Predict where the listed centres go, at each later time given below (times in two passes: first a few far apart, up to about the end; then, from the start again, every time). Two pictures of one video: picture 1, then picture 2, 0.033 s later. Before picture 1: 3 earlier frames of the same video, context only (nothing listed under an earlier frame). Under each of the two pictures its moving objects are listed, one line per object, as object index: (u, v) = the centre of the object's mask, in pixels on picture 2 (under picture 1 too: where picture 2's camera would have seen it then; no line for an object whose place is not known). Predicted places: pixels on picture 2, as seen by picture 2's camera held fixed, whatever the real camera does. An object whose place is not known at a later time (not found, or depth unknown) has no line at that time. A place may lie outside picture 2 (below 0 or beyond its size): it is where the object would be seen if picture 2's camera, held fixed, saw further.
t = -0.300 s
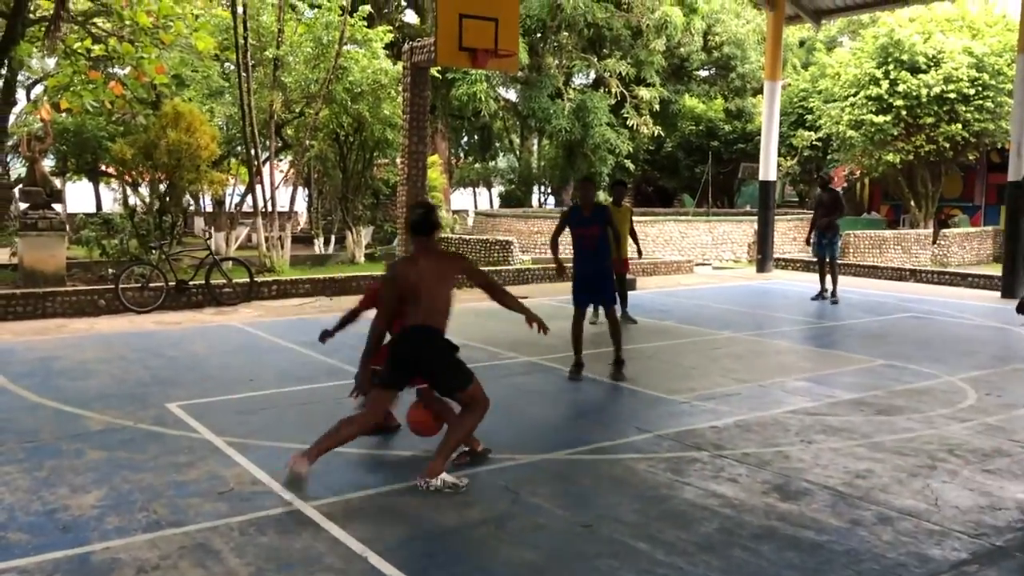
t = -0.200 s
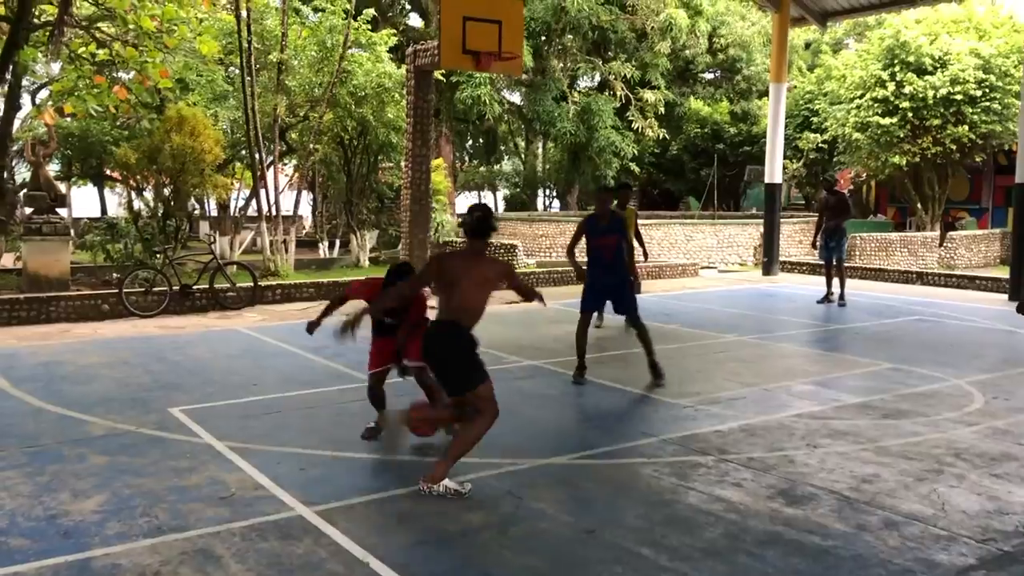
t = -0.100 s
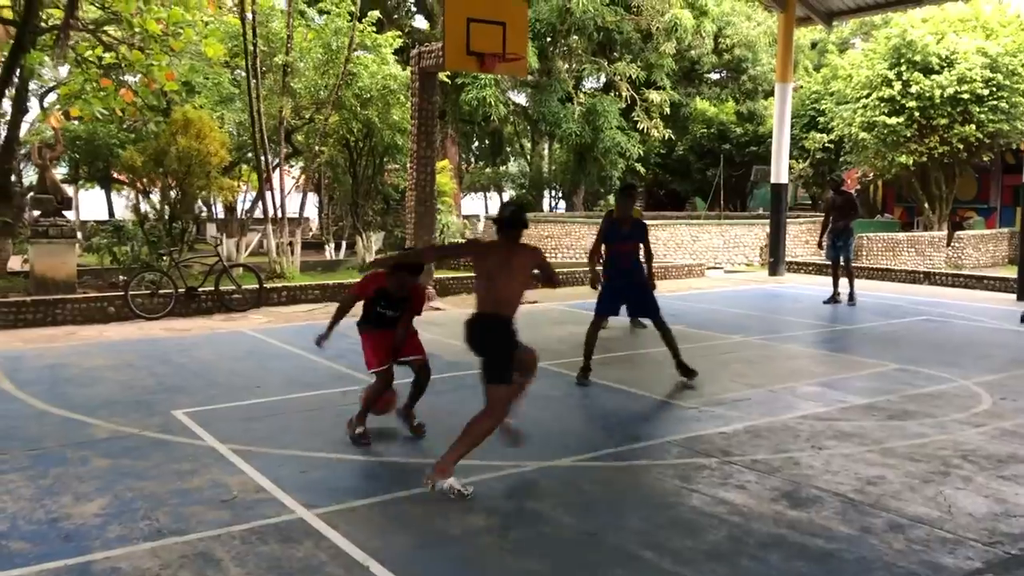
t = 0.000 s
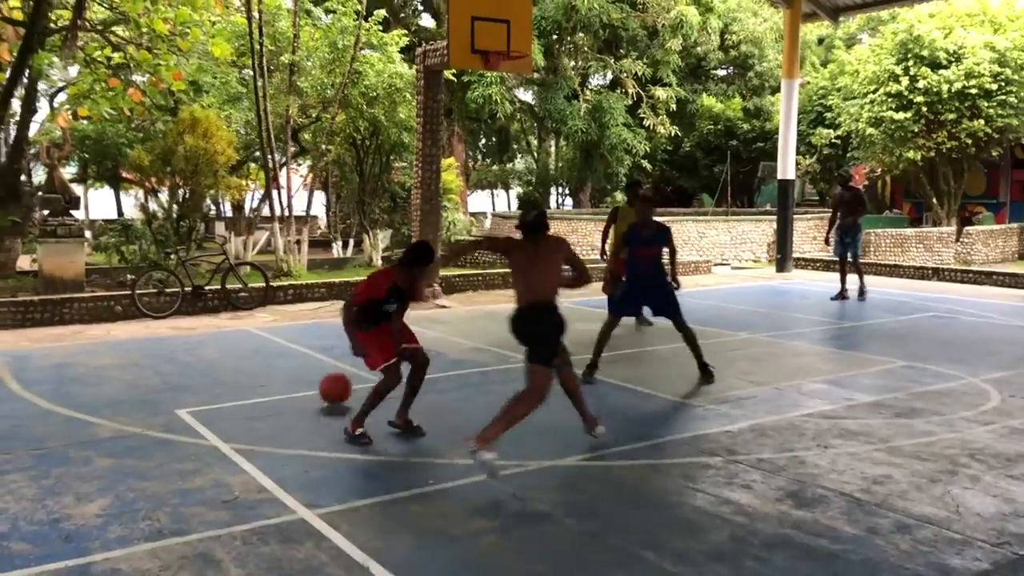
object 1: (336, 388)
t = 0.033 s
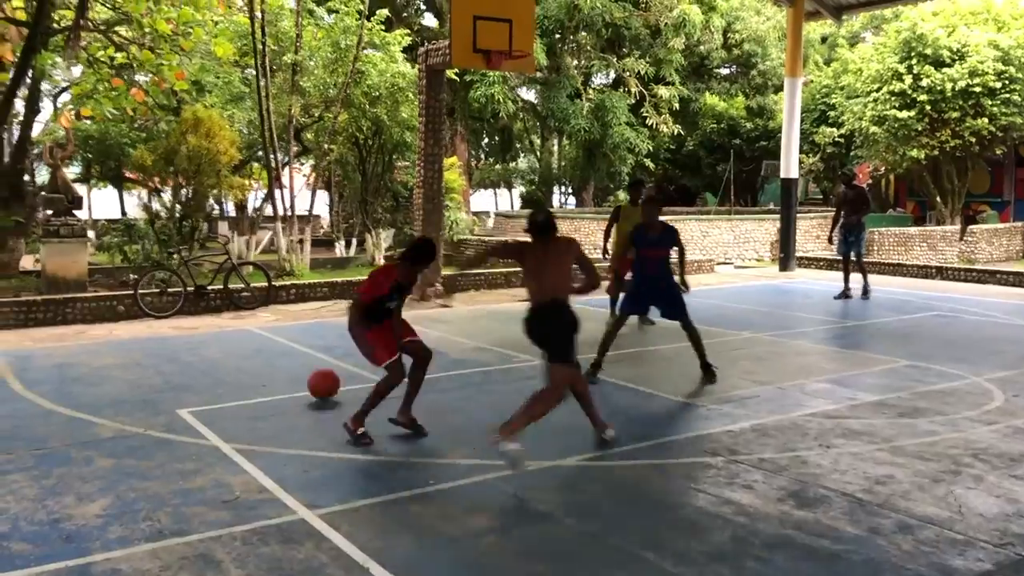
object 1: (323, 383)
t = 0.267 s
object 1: (260, 358)
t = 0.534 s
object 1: (216, 338)
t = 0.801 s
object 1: (183, 324)
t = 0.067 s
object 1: (312, 376)
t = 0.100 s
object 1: (302, 371)
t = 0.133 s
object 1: (292, 368)
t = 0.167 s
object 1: (283, 366)
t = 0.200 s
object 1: (274, 365)
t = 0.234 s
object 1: (266, 362)
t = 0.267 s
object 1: (260, 358)
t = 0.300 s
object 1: (254, 356)
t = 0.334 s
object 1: (248, 355)
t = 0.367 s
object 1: (242, 351)
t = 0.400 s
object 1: (236, 348)
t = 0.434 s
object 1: (230, 347)
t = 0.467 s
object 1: (225, 346)
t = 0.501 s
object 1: (220, 342)
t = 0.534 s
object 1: (216, 338)
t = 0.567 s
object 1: (211, 336)
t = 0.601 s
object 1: (206, 336)
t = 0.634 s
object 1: (202, 336)
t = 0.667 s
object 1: (198, 332)
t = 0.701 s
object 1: (194, 327)
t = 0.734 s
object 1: (191, 325)
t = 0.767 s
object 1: (186, 324)
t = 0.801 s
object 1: (183, 324)
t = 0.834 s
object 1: (180, 325)
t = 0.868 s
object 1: (176, 322)
